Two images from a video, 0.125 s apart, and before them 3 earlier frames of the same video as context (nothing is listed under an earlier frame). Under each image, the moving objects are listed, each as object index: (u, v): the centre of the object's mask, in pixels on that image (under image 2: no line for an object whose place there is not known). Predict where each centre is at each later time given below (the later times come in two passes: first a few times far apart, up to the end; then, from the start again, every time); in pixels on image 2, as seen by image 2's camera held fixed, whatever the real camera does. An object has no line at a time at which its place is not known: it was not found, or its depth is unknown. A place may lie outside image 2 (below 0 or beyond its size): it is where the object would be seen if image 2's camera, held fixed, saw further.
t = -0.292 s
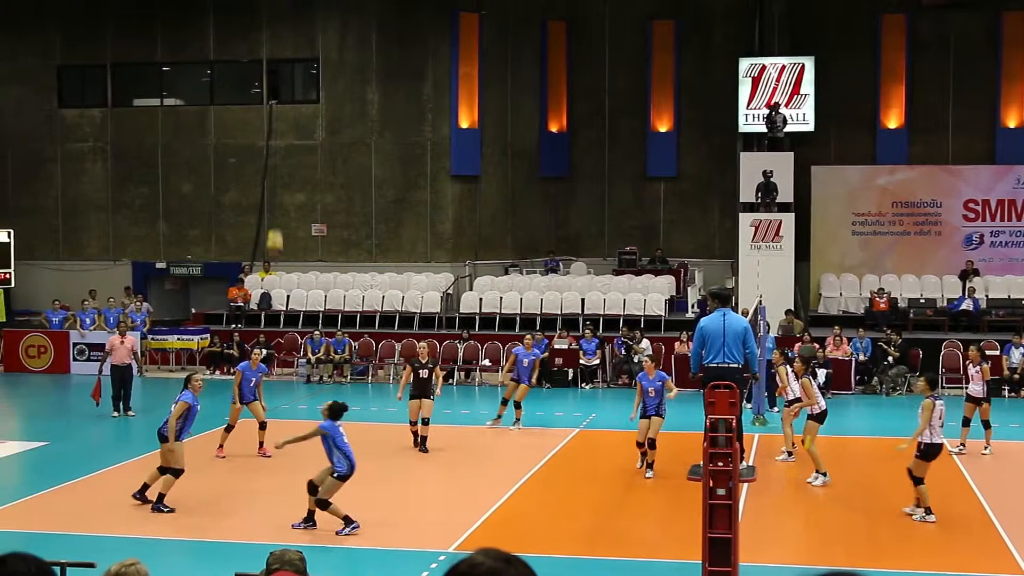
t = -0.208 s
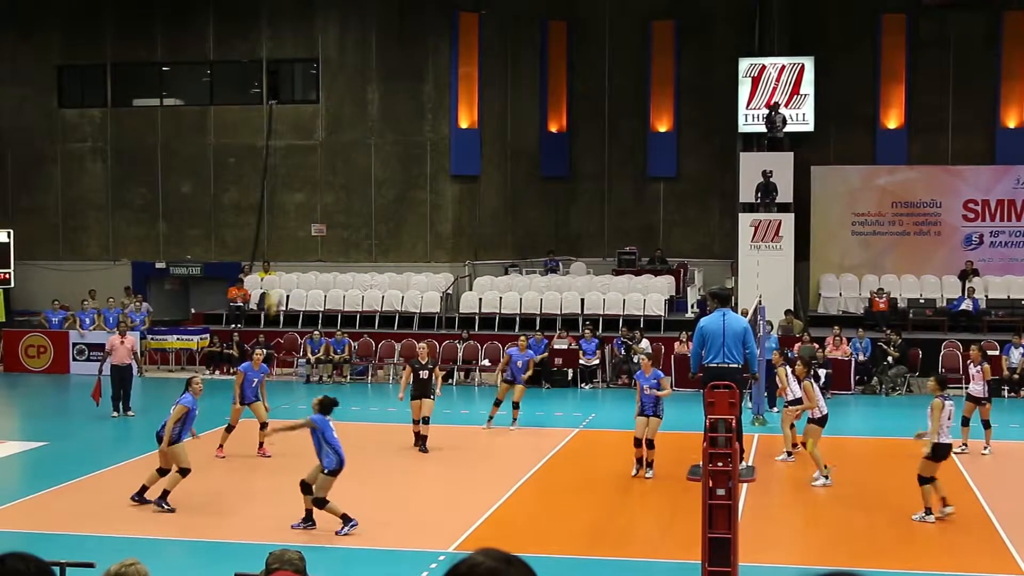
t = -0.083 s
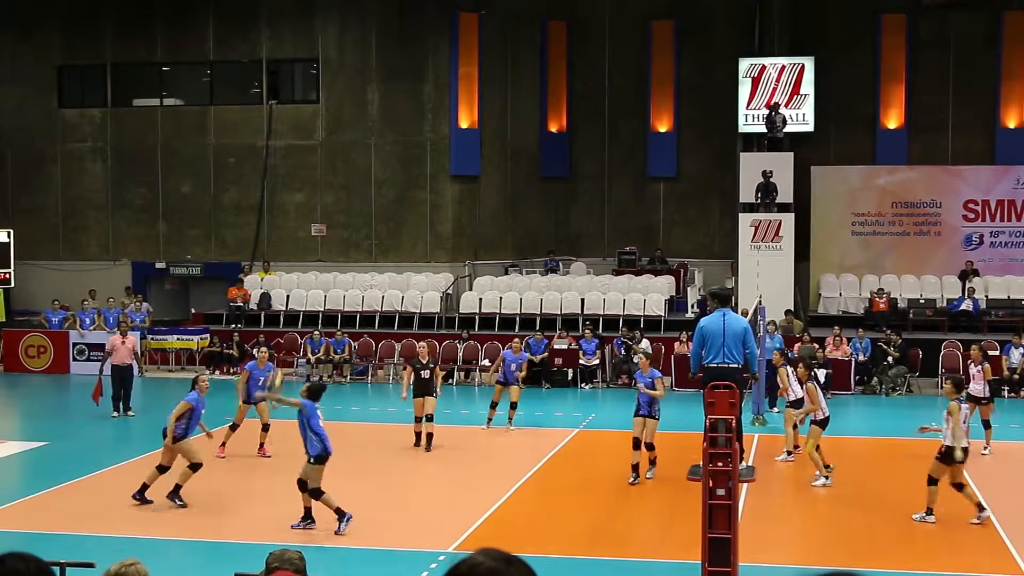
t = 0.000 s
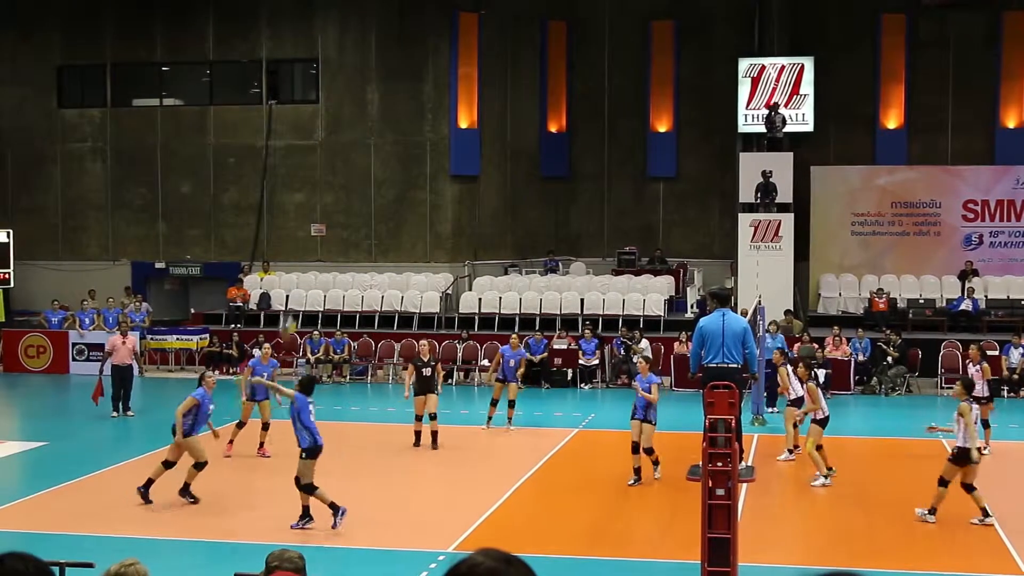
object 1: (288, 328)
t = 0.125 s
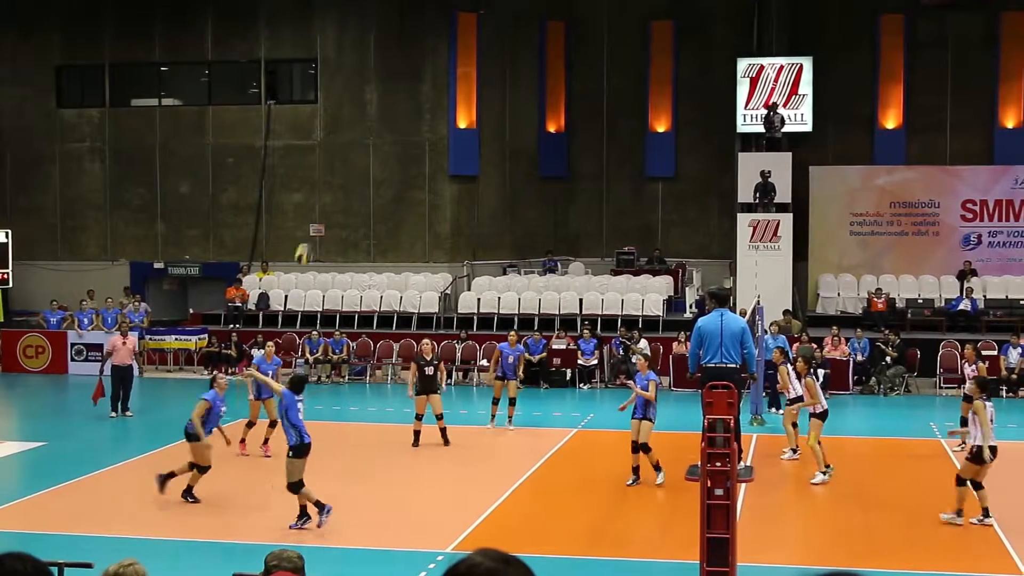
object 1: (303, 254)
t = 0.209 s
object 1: (316, 215)
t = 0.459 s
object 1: (350, 137)
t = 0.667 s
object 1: (377, 112)
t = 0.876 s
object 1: (404, 121)
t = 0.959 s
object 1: (414, 134)
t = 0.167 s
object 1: (309, 235)
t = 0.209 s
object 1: (316, 215)
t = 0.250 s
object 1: (321, 199)
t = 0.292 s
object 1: (327, 184)
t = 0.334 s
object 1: (333, 169)
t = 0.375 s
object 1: (339, 158)
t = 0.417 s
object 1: (345, 147)
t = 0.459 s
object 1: (350, 137)
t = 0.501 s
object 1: (357, 130)
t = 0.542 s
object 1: (362, 123)
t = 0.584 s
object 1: (367, 118)
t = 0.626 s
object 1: (372, 114)
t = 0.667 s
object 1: (377, 112)
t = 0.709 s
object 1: (383, 112)
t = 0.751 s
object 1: (388, 112)
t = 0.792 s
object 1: (393, 114)
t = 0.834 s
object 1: (398, 117)
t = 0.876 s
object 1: (404, 121)
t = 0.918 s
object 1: (409, 127)
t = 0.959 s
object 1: (414, 134)
